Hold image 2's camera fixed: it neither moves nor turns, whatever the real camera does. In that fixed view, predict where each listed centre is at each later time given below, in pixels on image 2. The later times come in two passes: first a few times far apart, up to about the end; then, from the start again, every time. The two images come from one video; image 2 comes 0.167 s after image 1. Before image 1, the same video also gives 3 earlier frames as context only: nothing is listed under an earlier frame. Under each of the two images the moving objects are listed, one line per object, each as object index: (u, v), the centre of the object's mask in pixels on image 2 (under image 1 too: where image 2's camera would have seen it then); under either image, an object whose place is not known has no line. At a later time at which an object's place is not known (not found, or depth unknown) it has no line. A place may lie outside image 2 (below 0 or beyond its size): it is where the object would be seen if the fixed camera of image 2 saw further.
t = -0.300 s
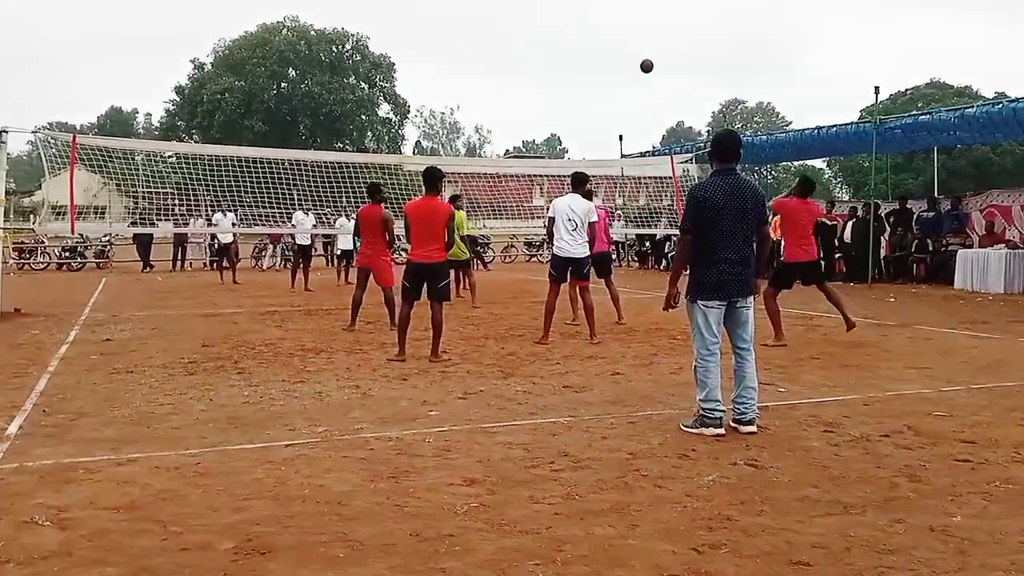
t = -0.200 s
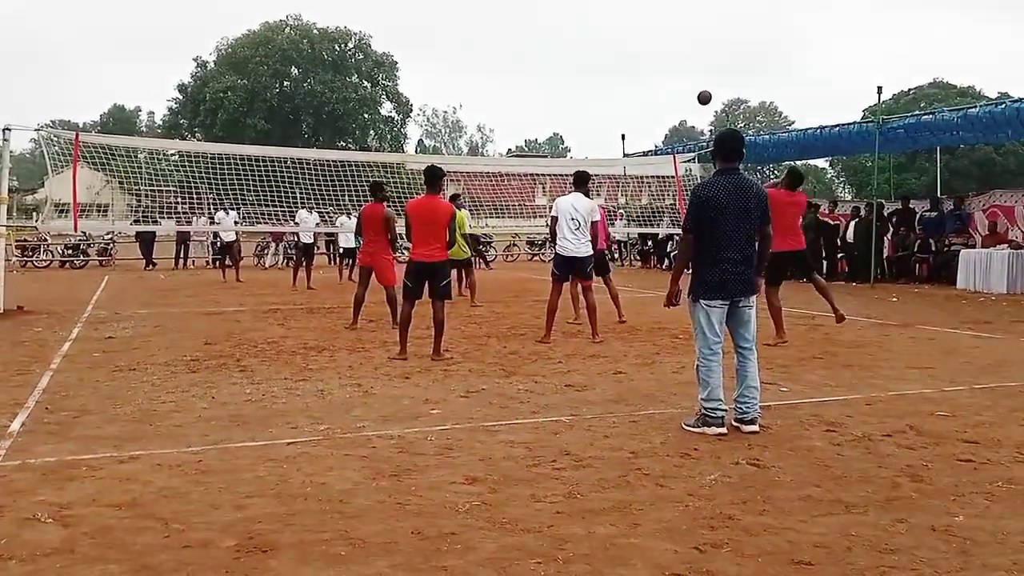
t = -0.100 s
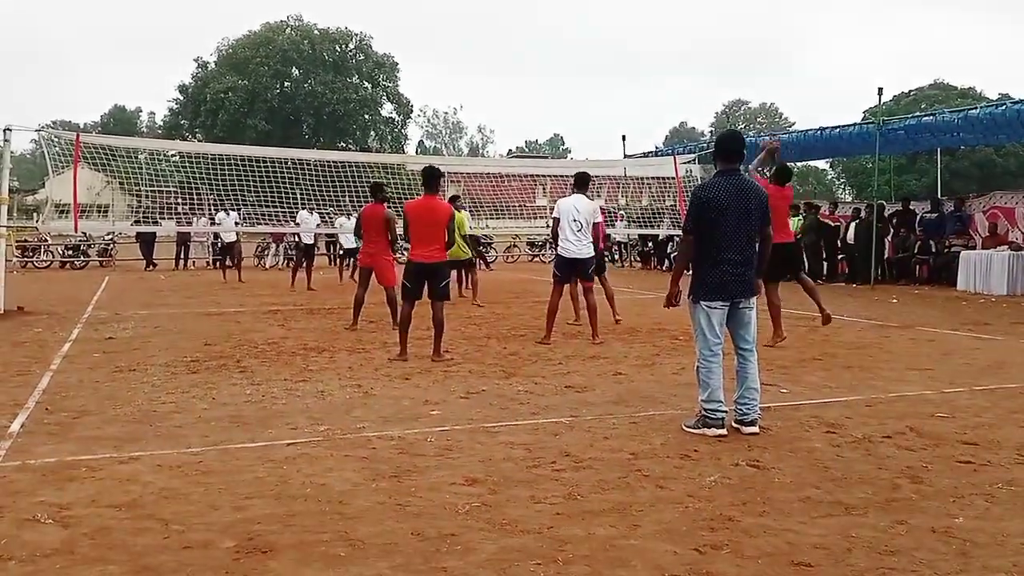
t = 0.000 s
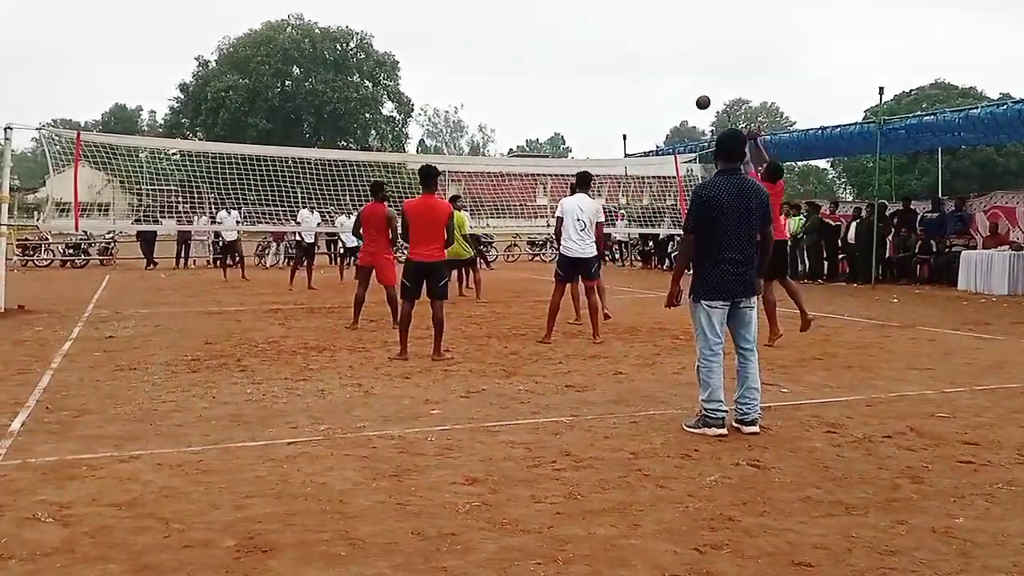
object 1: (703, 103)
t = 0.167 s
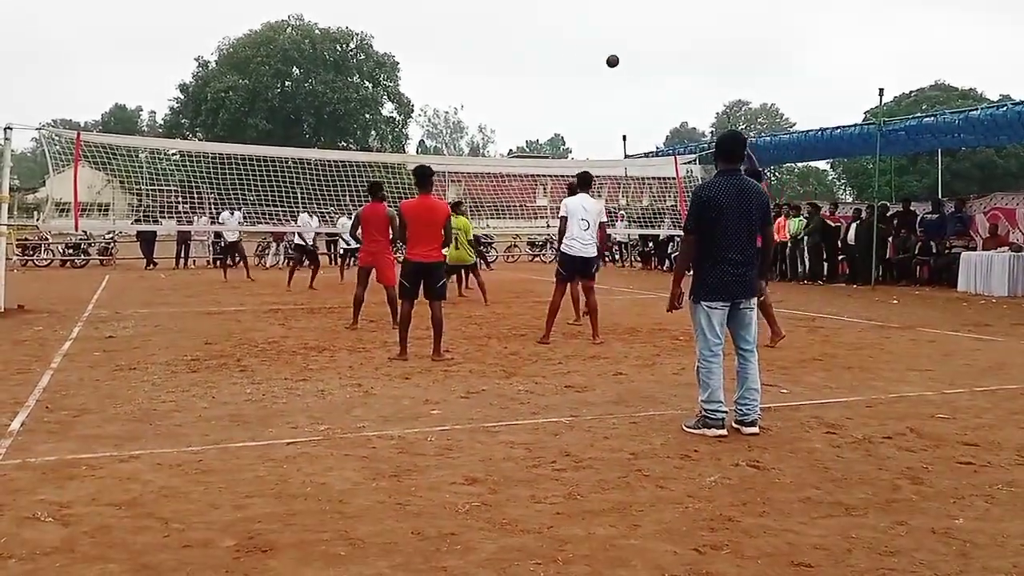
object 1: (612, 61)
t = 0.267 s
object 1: (568, 51)
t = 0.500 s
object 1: (485, 60)
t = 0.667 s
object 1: (439, 87)
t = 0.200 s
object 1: (596, 56)
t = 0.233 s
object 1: (582, 53)
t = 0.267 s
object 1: (568, 51)
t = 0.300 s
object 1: (554, 50)
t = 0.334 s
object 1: (541, 49)
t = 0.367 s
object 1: (529, 50)
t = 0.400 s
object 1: (517, 51)
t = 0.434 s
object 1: (506, 53)
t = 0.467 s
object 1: (495, 56)
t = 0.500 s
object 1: (485, 60)
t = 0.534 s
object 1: (474, 64)
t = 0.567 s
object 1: (465, 69)
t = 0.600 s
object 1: (456, 74)
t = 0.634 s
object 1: (447, 80)
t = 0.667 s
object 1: (439, 87)
